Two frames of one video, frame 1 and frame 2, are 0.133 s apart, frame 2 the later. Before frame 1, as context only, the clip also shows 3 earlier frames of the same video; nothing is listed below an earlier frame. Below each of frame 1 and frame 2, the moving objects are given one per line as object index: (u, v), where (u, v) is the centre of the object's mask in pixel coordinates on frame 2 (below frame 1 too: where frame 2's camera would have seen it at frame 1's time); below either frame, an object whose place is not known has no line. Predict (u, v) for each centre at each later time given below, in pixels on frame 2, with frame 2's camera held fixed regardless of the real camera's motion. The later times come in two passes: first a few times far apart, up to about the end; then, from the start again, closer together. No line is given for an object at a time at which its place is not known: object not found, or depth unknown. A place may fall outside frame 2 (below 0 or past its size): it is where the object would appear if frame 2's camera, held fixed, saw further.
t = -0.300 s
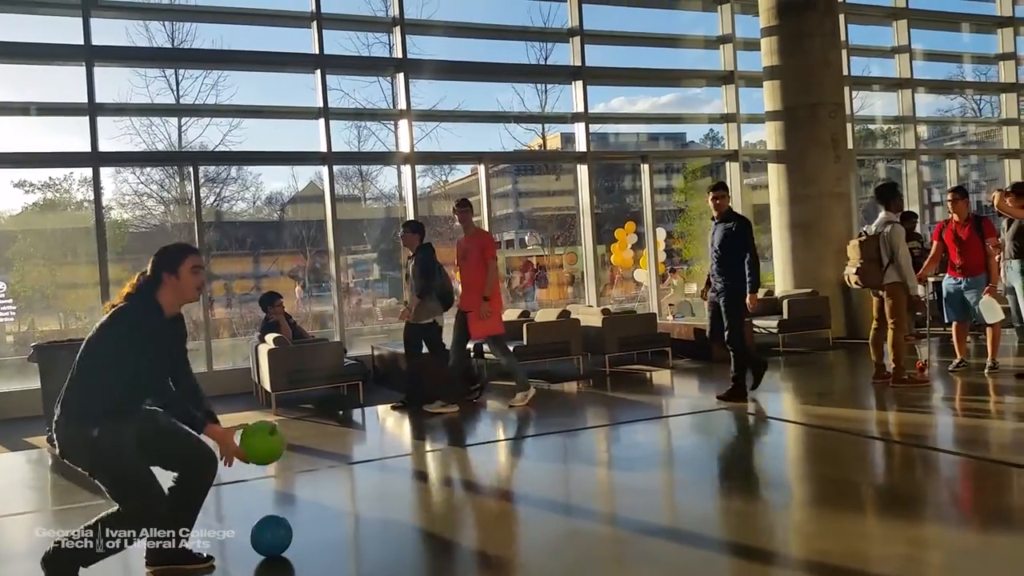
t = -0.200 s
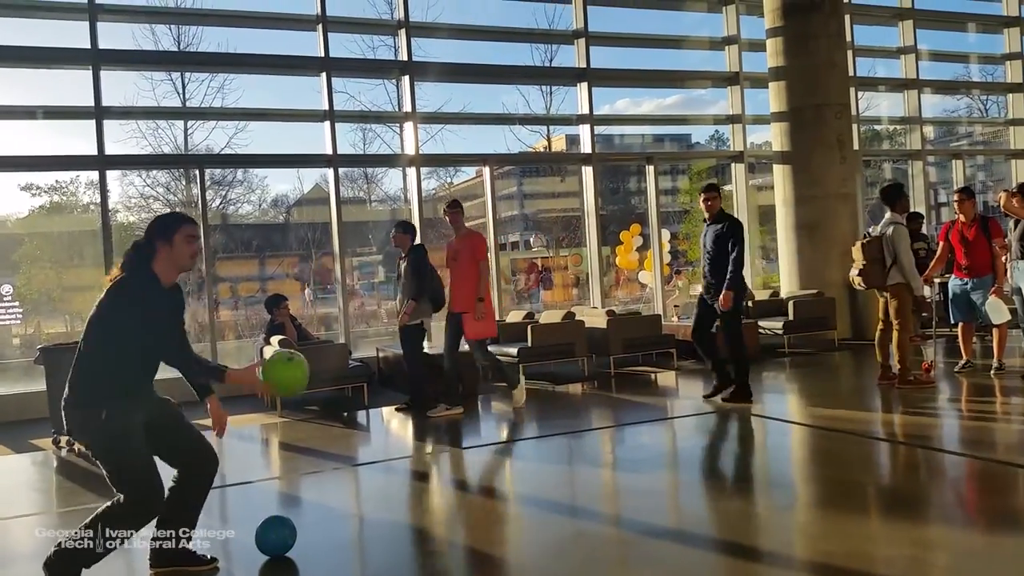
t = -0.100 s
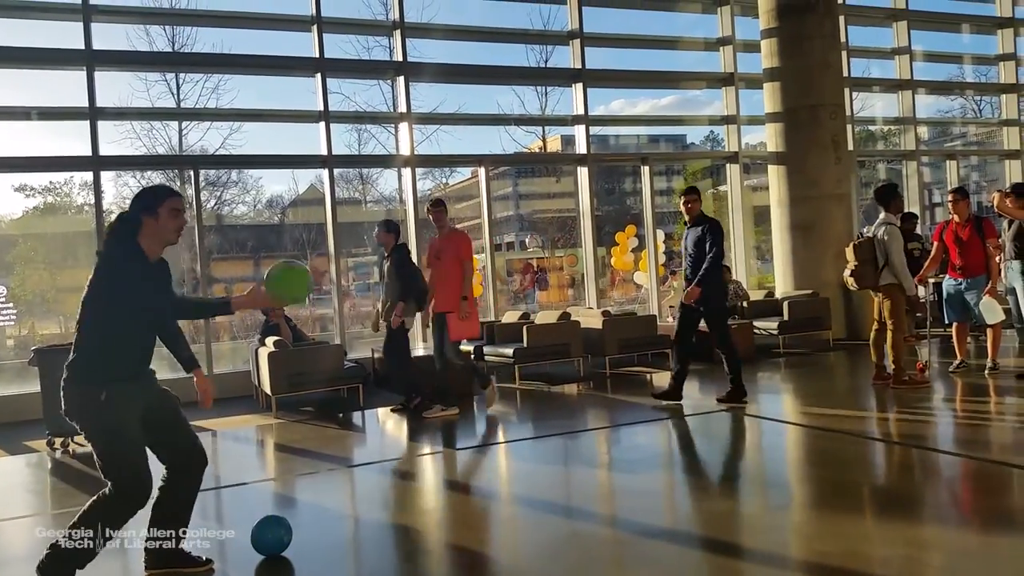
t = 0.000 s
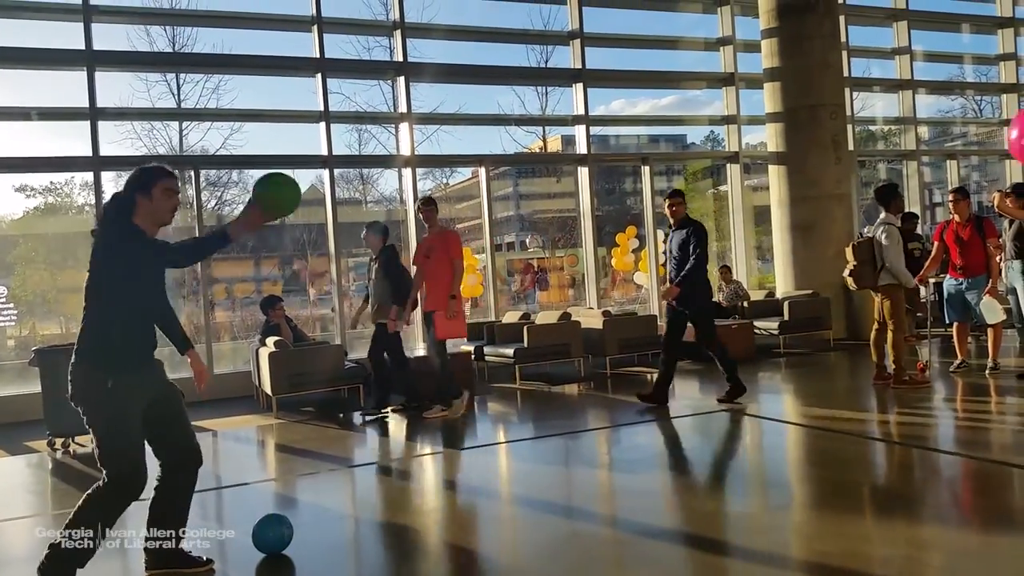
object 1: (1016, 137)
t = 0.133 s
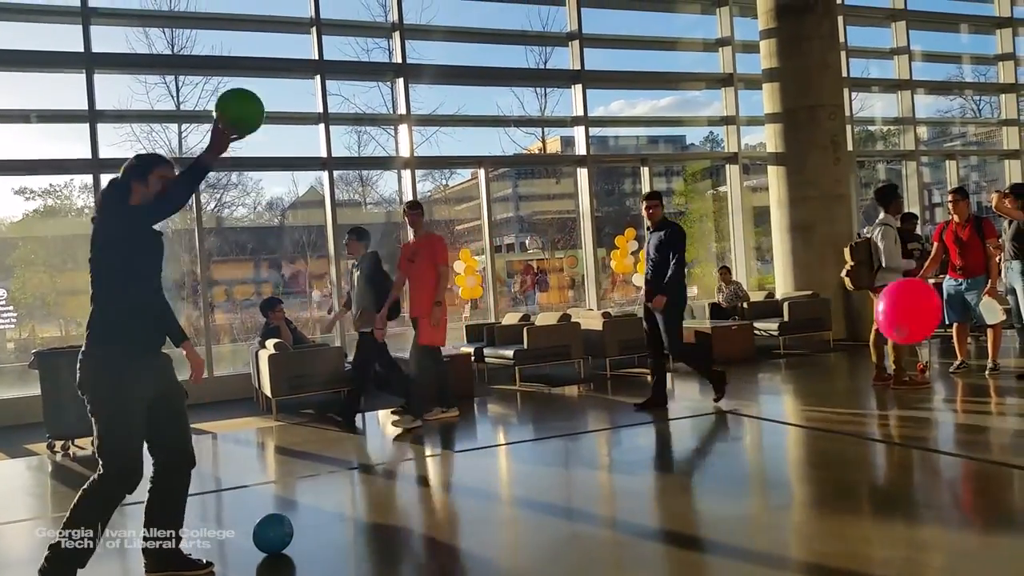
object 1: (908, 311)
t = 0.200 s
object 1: (849, 412)
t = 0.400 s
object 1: (729, 509)
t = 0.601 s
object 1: (658, 354)
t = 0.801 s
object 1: (593, 316)
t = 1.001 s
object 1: (546, 394)
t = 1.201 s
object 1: (510, 571)
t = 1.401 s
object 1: (451, 485)
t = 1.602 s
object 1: (403, 454)
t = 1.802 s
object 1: (361, 533)
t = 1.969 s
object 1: (323, 564)
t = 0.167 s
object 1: (878, 361)
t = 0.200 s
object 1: (849, 412)
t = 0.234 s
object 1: (822, 466)
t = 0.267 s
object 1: (796, 522)
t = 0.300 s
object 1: (771, 564)
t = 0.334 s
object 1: (753, 568)
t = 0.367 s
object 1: (741, 545)
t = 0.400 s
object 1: (729, 509)
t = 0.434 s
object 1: (716, 476)
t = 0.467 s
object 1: (704, 445)
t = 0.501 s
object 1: (692, 418)
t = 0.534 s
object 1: (681, 393)
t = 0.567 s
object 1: (669, 372)
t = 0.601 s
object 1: (658, 354)
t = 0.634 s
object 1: (647, 340)
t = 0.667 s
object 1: (635, 328)
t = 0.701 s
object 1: (624, 320)
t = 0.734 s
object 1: (613, 315)
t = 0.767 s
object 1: (603, 314)
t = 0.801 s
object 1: (593, 316)
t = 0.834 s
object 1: (584, 322)
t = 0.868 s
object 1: (576, 330)
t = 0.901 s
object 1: (567, 342)
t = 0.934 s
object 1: (560, 357)
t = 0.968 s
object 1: (553, 374)
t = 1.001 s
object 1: (546, 394)
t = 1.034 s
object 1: (539, 419)
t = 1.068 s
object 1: (533, 446)
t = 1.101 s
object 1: (526, 477)
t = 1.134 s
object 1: (521, 511)
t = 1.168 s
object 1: (515, 548)
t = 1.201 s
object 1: (510, 571)
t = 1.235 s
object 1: (501, 573)
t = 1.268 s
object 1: (491, 562)
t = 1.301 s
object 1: (481, 544)
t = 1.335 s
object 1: (471, 520)
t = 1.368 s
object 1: (461, 502)
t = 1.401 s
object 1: (451, 485)
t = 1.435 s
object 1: (441, 472)
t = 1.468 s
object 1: (433, 463)
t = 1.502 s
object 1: (425, 456)
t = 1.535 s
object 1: (417, 452)
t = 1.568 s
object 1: (410, 452)
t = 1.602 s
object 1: (403, 454)
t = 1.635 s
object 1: (395, 460)
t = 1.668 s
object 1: (388, 468)
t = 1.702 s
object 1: (381, 479)
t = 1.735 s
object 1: (374, 494)
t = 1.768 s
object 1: (368, 511)
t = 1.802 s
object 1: (361, 533)
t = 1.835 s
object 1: (355, 553)
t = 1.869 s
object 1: (350, 564)
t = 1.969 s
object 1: (323, 564)
